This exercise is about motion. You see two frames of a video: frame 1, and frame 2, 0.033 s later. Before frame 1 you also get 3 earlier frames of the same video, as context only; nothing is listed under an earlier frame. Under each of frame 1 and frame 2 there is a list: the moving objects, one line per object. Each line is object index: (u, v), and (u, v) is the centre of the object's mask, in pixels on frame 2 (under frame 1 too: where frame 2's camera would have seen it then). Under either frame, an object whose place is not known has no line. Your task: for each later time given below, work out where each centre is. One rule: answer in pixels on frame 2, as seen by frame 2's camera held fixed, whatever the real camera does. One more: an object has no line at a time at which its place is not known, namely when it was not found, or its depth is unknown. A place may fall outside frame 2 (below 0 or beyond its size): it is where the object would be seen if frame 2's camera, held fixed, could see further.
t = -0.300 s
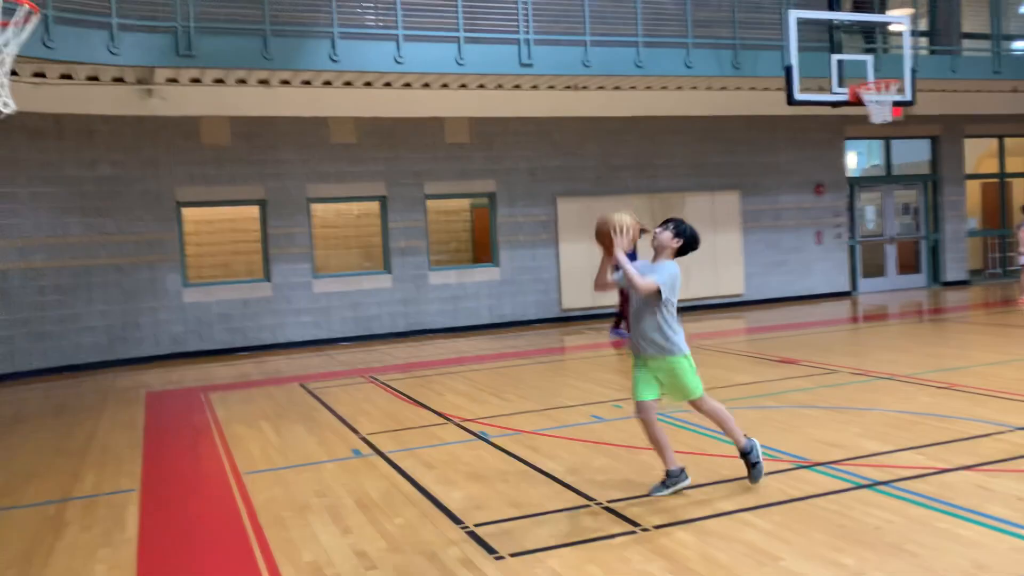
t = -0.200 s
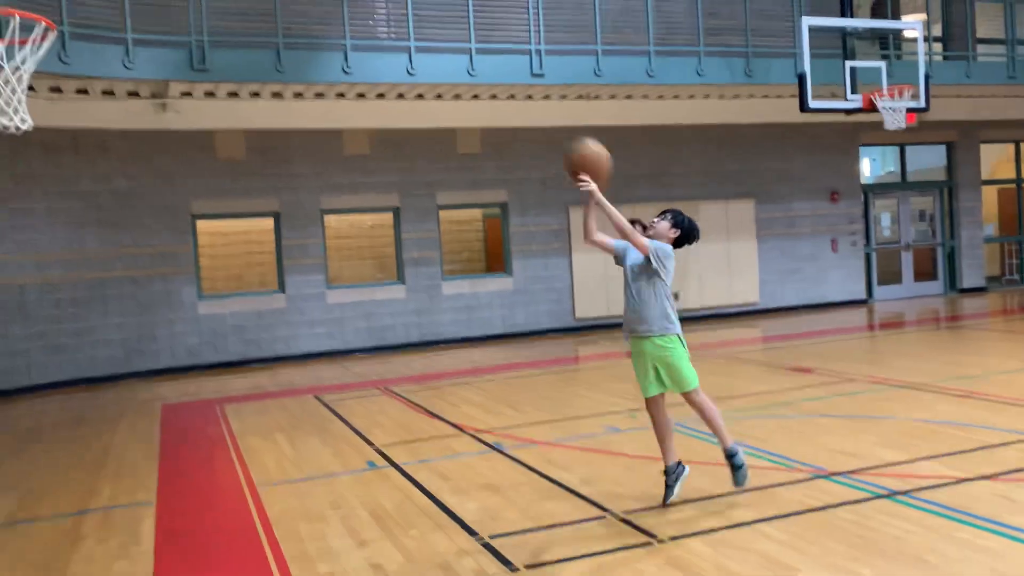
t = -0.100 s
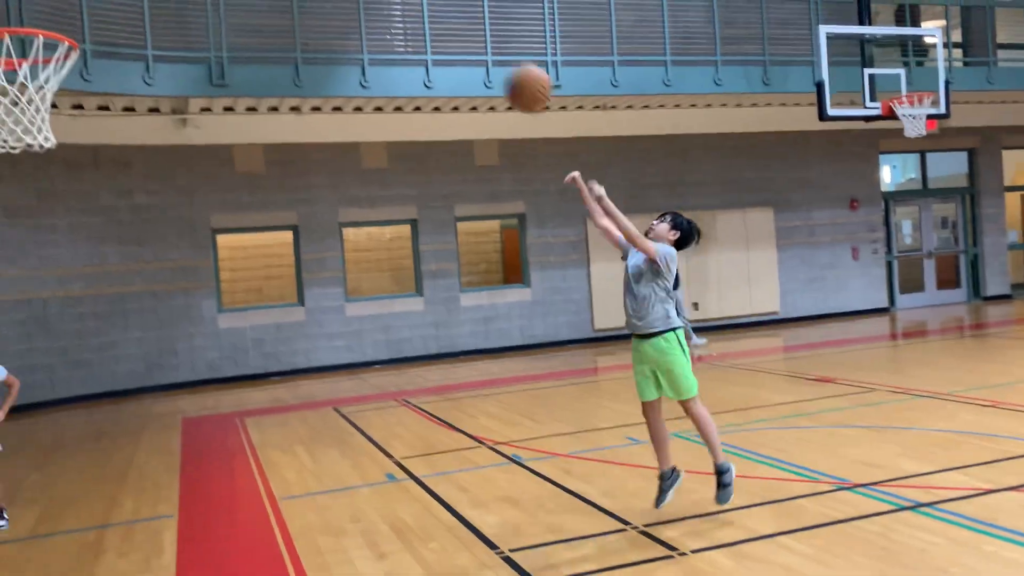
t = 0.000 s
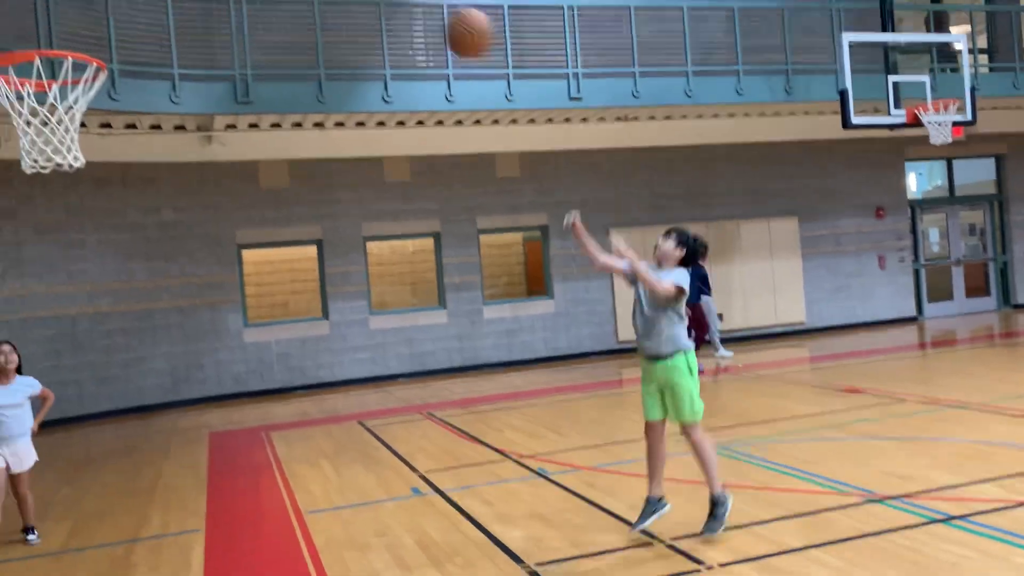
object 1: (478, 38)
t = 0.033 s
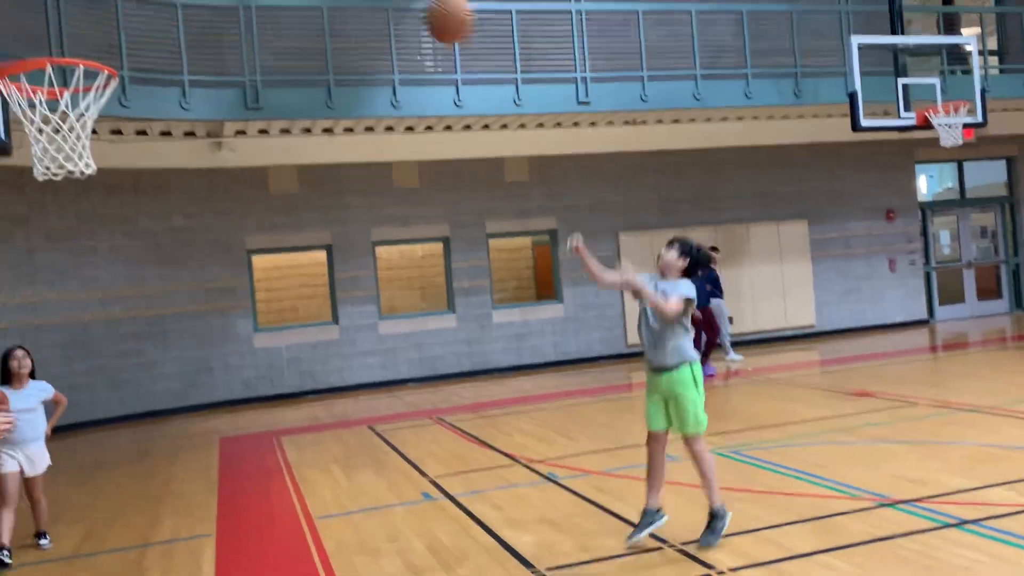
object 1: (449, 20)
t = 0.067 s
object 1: (419, 9)
